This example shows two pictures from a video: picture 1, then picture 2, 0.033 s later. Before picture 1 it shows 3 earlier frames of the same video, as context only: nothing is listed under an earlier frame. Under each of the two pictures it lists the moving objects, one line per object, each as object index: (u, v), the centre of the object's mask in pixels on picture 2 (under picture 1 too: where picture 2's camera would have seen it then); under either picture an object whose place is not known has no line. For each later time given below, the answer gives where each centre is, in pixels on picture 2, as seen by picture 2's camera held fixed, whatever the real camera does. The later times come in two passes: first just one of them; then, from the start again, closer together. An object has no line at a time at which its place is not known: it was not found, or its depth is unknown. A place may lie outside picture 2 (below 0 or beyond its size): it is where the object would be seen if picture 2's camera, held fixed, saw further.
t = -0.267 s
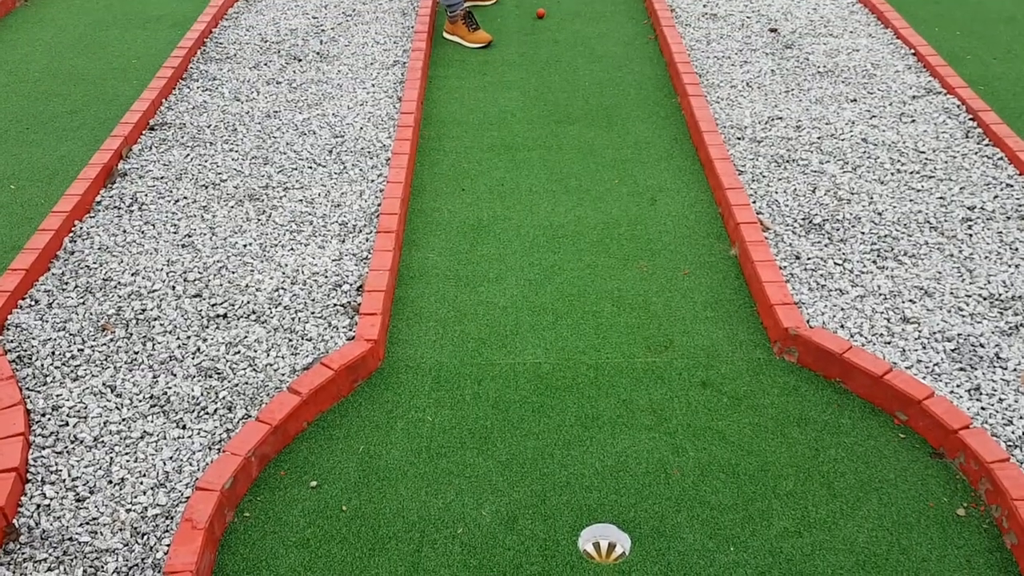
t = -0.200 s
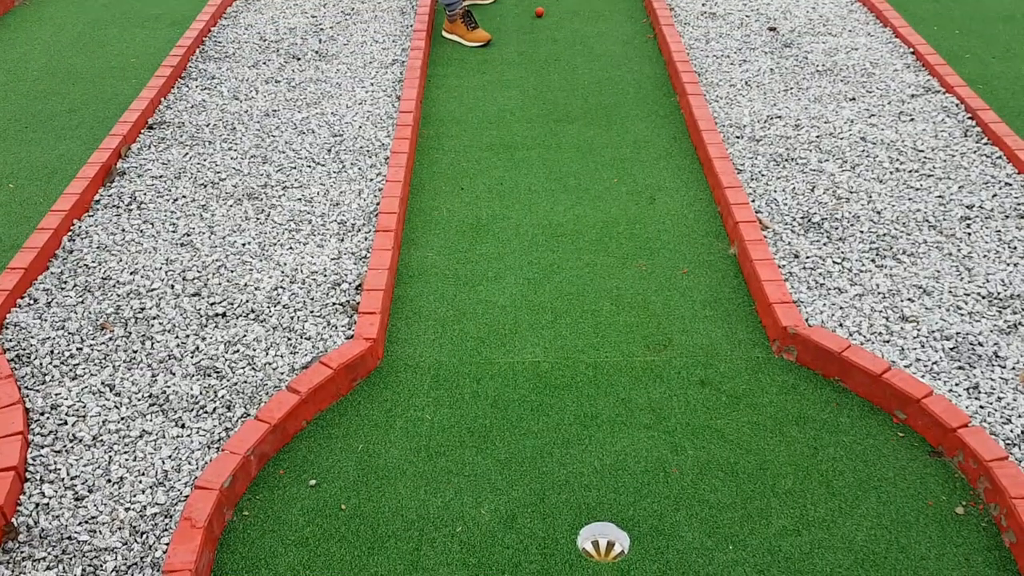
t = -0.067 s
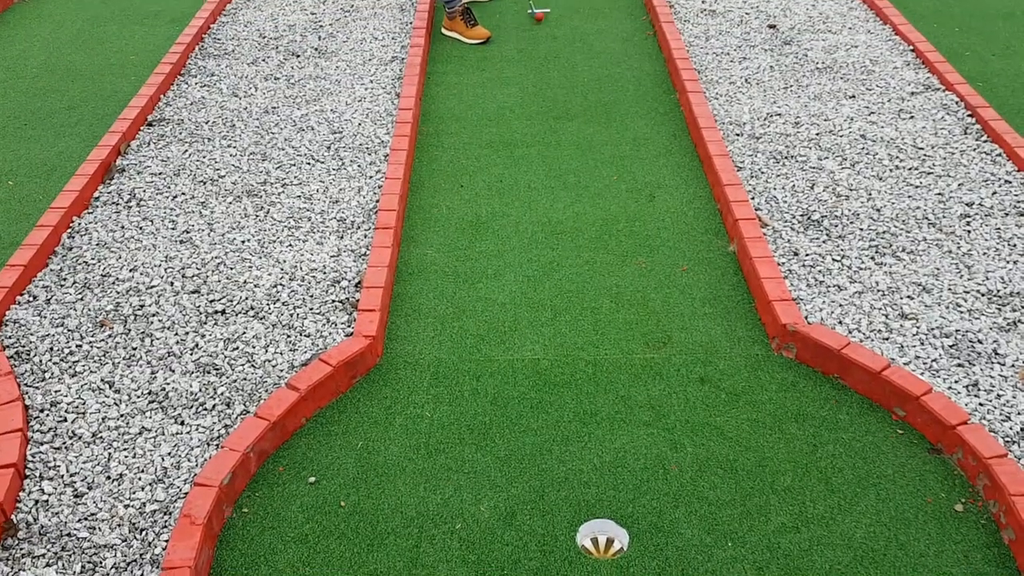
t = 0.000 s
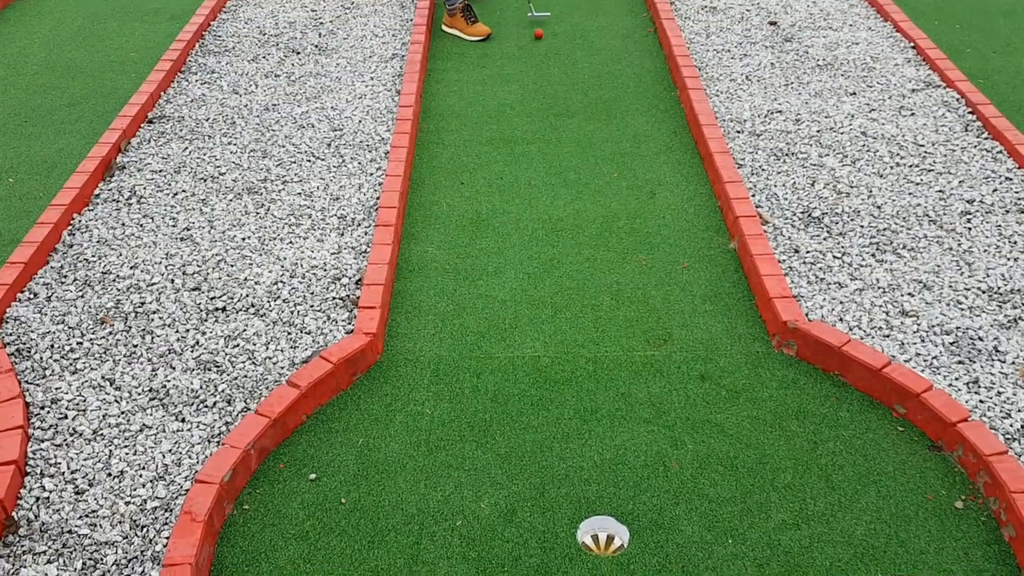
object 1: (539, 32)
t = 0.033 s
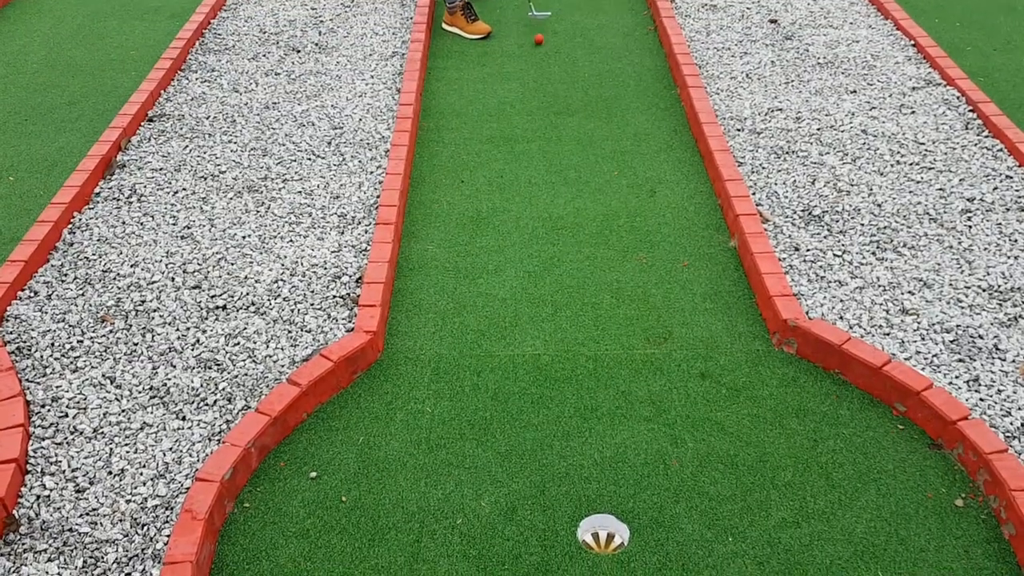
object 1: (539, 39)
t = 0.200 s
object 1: (539, 79)
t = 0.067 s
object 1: (539, 49)
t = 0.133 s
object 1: (538, 63)
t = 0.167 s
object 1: (538, 73)
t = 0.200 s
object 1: (539, 79)
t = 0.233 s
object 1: (539, 88)
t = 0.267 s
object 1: (539, 95)
